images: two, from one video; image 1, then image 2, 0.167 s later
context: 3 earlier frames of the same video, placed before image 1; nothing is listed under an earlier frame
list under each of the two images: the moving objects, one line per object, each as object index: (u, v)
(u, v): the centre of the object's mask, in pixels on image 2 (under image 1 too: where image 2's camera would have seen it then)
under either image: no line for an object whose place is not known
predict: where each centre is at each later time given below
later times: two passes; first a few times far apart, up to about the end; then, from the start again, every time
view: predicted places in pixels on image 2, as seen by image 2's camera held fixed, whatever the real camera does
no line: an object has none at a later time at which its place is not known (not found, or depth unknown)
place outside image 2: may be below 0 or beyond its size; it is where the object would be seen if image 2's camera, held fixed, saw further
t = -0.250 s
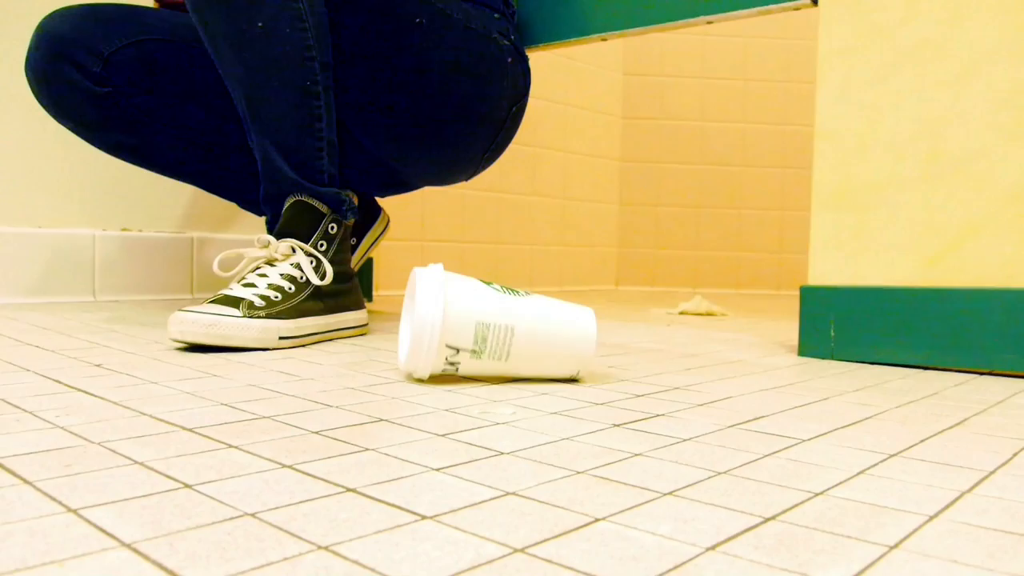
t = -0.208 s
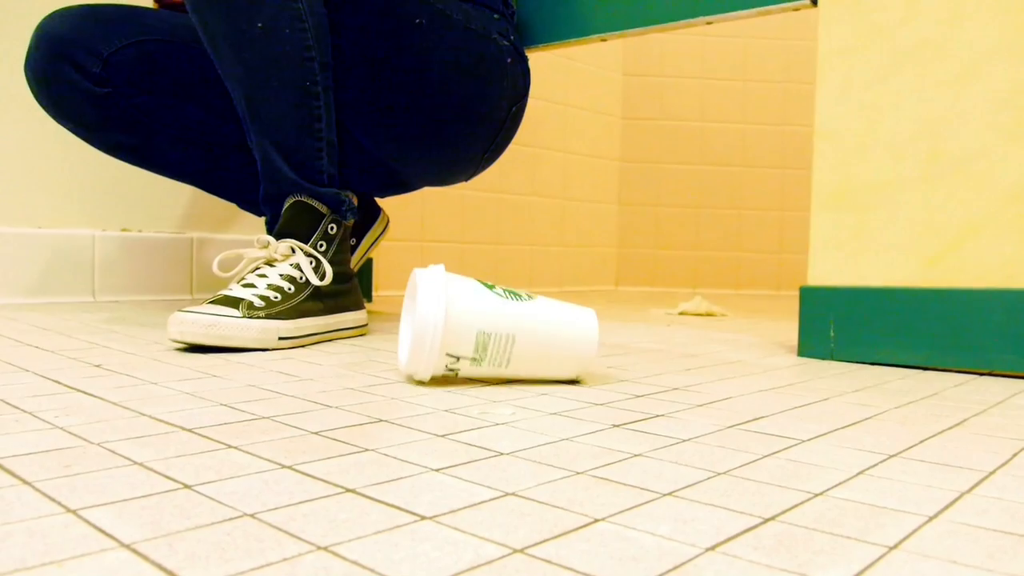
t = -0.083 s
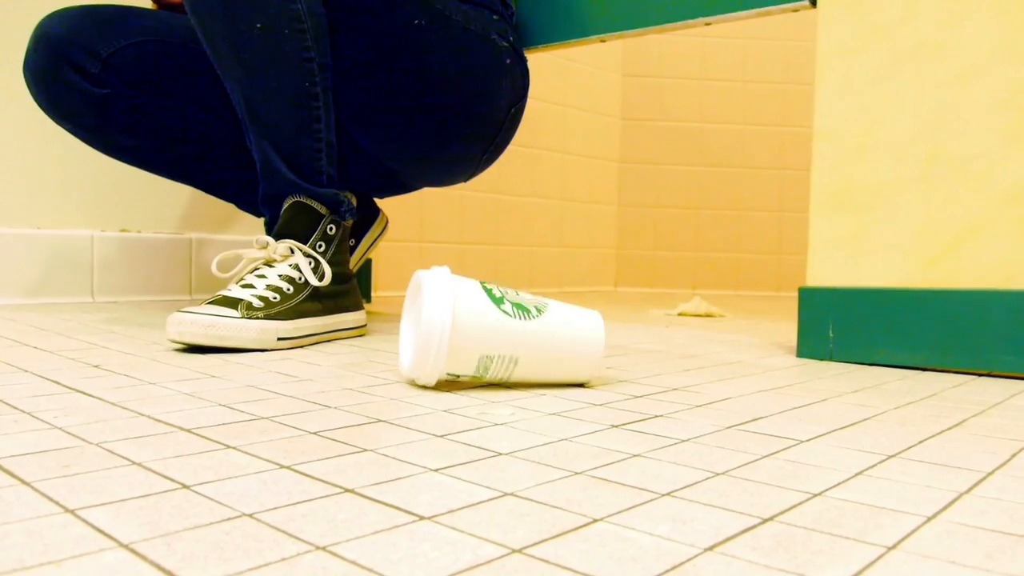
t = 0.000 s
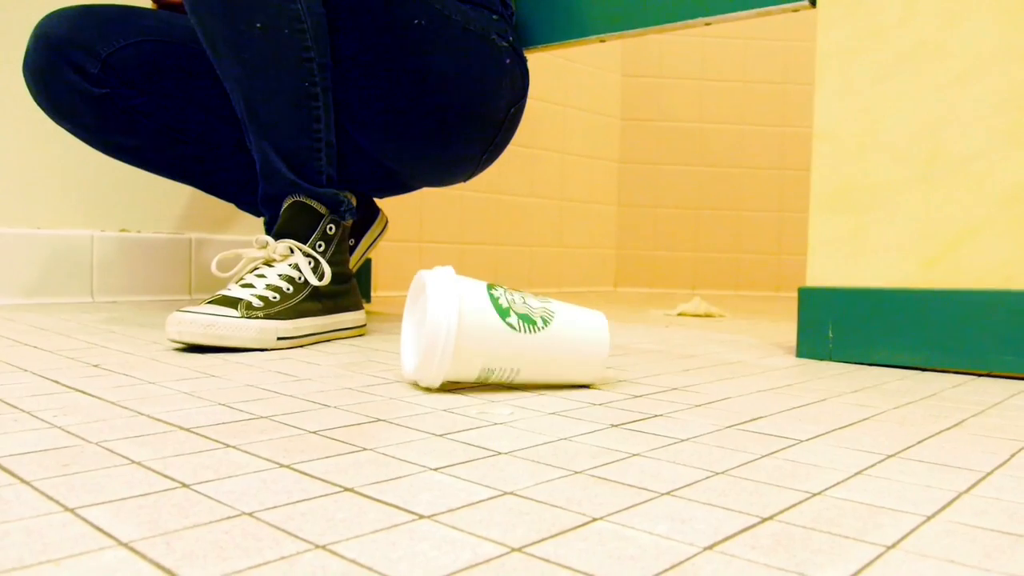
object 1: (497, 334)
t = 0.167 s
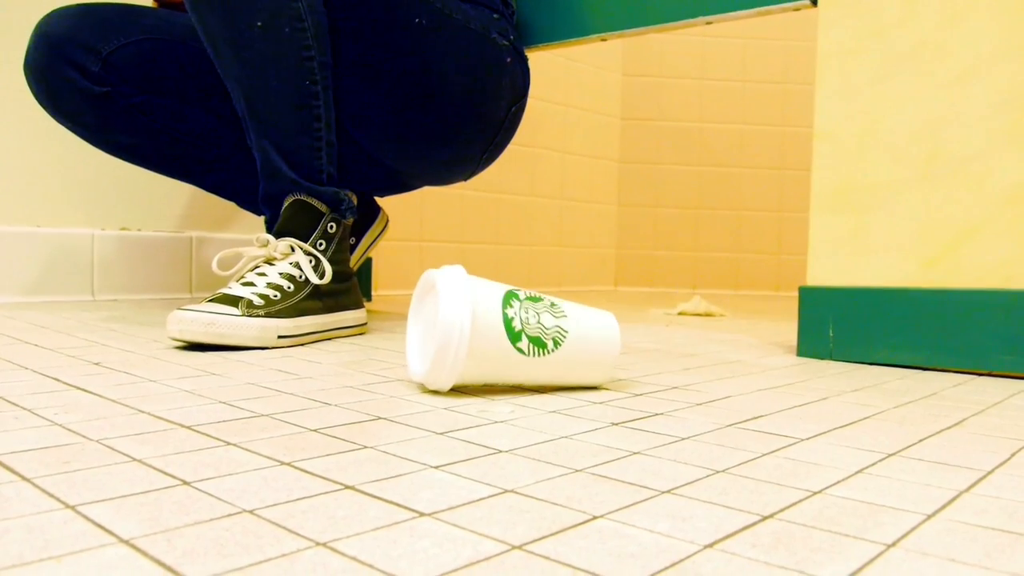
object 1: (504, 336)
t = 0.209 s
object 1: (506, 337)
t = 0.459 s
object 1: (517, 340)
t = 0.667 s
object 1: (527, 343)
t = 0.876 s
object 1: (540, 346)
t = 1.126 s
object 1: (562, 351)
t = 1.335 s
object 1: (587, 356)
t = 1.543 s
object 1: (618, 360)
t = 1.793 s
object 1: (658, 365)
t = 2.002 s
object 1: (691, 370)
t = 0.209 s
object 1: (506, 337)
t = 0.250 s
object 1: (507, 337)
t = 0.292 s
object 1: (509, 337)
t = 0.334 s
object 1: (510, 338)
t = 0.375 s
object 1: (512, 339)
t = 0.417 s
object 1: (515, 339)
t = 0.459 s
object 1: (517, 340)
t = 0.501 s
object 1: (519, 340)
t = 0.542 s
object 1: (520, 341)
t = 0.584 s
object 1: (523, 341)
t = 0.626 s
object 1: (524, 342)
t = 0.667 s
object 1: (527, 343)
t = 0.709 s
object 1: (529, 343)
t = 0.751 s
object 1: (532, 344)
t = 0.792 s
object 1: (534, 345)
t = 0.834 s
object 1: (537, 346)
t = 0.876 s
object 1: (540, 346)
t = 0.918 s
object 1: (543, 347)
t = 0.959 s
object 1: (546, 348)
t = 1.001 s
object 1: (550, 348)
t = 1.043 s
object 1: (553, 349)
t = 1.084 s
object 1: (557, 350)
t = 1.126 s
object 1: (562, 351)
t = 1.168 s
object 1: (566, 352)
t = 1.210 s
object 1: (571, 353)
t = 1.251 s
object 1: (576, 354)
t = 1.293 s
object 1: (582, 355)
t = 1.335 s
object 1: (587, 356)
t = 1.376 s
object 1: (593, 357)
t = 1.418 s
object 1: (599, 358)
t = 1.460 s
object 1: (605, 359)
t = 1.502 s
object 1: (612, 360)
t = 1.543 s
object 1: (618, 360)
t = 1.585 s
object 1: (625, 361)
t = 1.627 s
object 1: (631, 361)
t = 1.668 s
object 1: (638, 362)
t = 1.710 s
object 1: (644, 363)
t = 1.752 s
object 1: (651, 364)
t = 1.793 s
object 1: (658, 365)
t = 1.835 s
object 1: (664, 366)
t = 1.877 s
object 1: (671, 367)
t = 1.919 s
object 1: (678, 368)
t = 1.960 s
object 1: (684, 369)
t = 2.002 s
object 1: (691, 370)
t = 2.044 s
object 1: (697, 371)
